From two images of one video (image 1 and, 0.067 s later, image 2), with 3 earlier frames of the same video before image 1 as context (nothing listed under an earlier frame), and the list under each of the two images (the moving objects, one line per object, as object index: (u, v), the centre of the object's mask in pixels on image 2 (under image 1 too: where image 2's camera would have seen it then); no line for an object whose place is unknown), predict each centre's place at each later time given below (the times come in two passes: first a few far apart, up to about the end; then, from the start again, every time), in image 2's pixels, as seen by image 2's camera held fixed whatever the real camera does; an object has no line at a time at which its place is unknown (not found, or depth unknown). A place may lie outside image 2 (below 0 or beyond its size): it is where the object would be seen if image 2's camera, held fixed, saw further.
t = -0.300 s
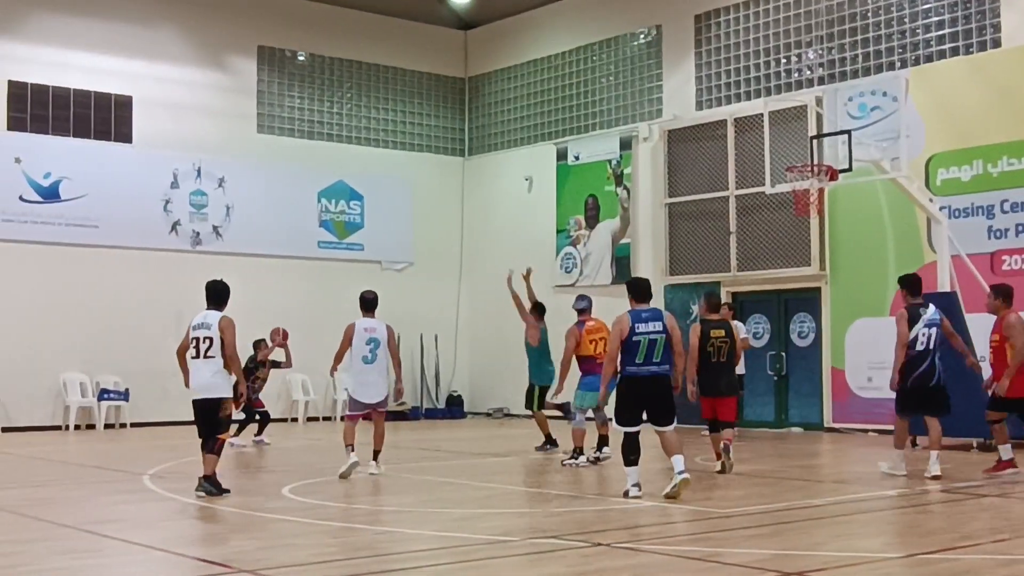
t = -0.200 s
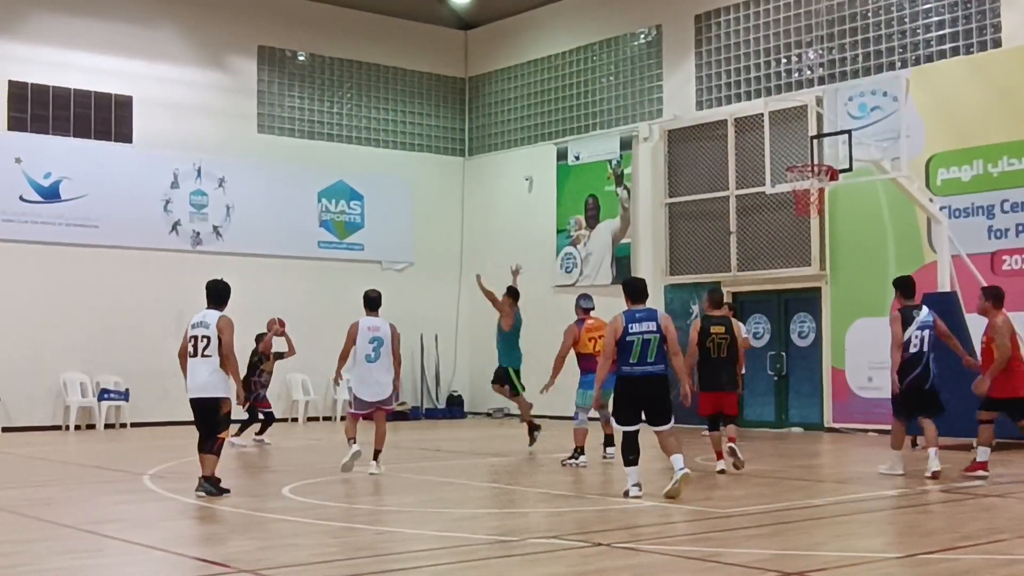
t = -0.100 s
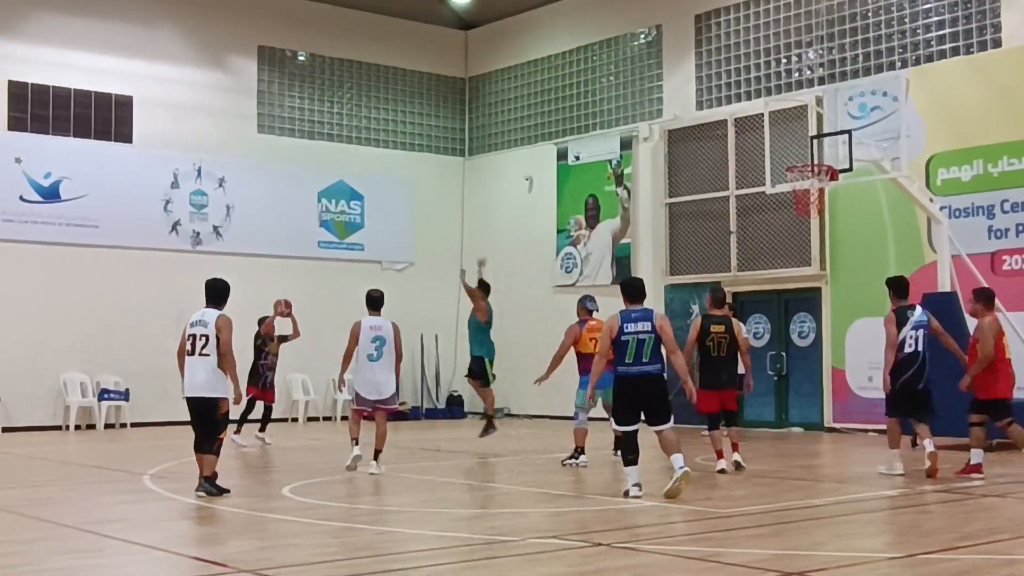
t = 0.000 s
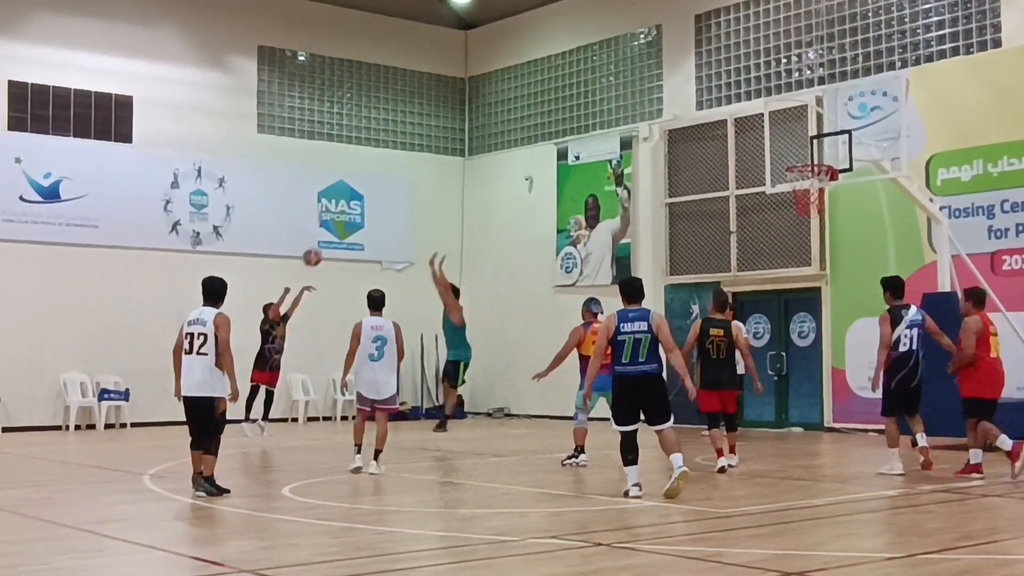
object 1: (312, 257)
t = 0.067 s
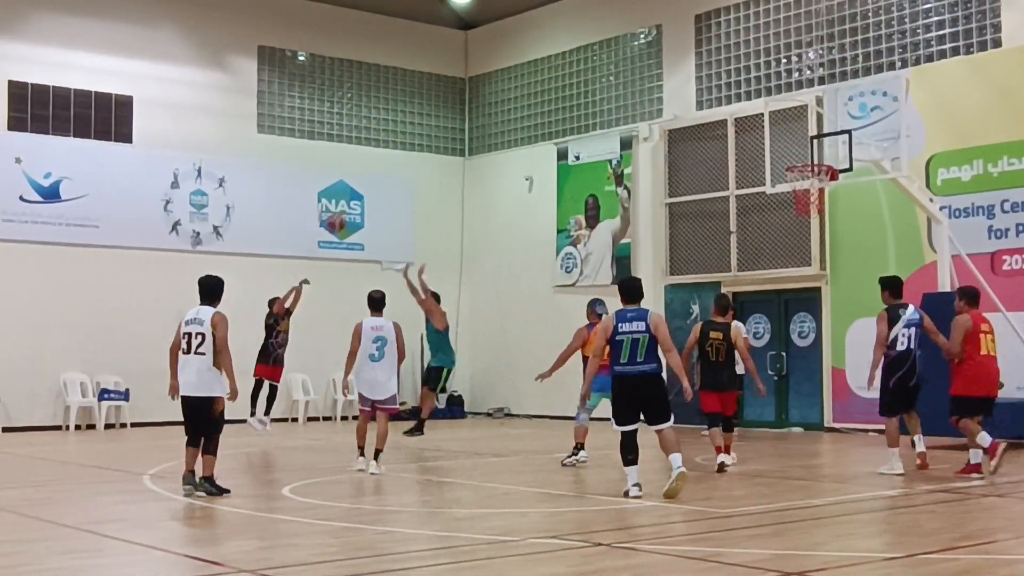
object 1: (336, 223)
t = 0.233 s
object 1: (396, 151)
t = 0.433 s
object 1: (469, 92)
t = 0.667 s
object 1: (563, 62)
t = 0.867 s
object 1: (645, 74)
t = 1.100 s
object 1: (745, 130)
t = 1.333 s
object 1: (736, 123)
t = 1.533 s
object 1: (677, 102)
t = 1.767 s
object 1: (613, 125)
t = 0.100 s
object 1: (349, 207)
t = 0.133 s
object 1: (360, 192)
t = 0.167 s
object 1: (372, 177)
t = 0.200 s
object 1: (384, 164)
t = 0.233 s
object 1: (396, 151)
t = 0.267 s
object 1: (409, 139)
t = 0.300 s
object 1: (420, 128)
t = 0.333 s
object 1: (433, 118)
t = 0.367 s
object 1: (444, 109)
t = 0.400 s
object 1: (457, 100)
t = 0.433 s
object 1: (469, 92)
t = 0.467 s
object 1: (483, 85)
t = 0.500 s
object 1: (496, 80)
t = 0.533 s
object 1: (510, 75)
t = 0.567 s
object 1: (523, 70)
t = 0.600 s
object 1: (536, 67)
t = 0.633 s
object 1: (550, 64)
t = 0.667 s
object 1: (563, 62)
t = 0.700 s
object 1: (575, 61)
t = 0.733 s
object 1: (589, 62)
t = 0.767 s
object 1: (604, 63)
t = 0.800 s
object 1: (617, 67)
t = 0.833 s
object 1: (631, 69)
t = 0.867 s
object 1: (645, 74)
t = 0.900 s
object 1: (659, 79)
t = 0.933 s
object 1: (674, 85)
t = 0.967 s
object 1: (688, 92)
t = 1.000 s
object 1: (702, 100)
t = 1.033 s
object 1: (717, 110)
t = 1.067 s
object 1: (731, 120)
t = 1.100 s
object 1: (745, 130)
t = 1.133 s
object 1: (761, 144)
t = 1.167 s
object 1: (775, 158)
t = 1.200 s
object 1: (774, 157)
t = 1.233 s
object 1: (765, 147)
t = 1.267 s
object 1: (755, 136)
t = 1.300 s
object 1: (745, 128)
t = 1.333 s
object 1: (736, 123)
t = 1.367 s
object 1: (725, 117)
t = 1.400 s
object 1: (716, 113)
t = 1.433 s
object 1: (706, 107)
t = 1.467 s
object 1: (697, 105)
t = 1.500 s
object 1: (687, 103)
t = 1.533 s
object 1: (677, 102)
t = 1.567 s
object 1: (668, 103)
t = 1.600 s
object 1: (659, 105)
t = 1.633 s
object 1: (650, 106)
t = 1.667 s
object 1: (641, 109)
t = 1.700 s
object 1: (631, 113)
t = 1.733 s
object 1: (622, 118)
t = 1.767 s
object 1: (613, 125)
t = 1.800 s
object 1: (604, 131)
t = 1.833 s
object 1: (594, 139)
